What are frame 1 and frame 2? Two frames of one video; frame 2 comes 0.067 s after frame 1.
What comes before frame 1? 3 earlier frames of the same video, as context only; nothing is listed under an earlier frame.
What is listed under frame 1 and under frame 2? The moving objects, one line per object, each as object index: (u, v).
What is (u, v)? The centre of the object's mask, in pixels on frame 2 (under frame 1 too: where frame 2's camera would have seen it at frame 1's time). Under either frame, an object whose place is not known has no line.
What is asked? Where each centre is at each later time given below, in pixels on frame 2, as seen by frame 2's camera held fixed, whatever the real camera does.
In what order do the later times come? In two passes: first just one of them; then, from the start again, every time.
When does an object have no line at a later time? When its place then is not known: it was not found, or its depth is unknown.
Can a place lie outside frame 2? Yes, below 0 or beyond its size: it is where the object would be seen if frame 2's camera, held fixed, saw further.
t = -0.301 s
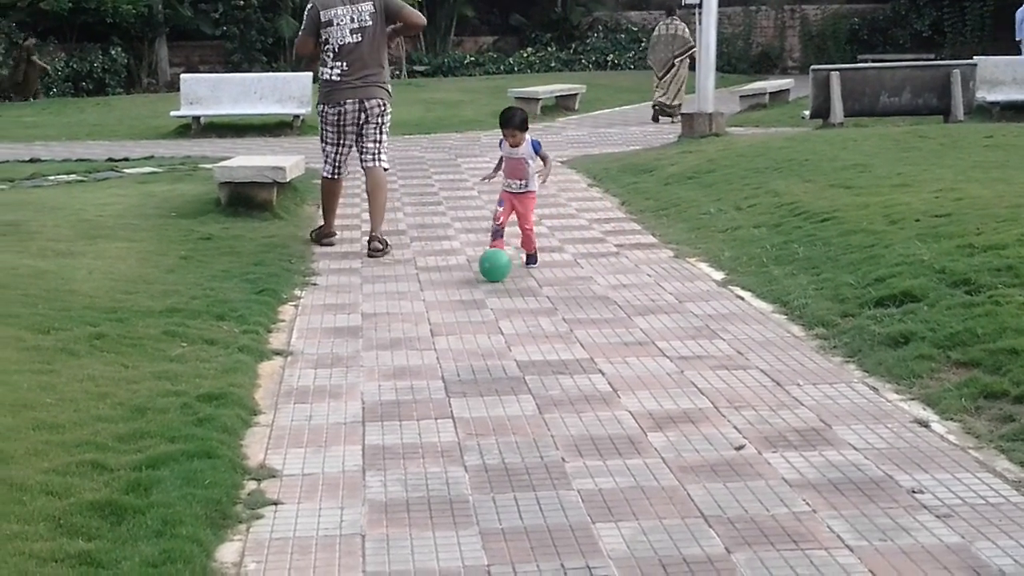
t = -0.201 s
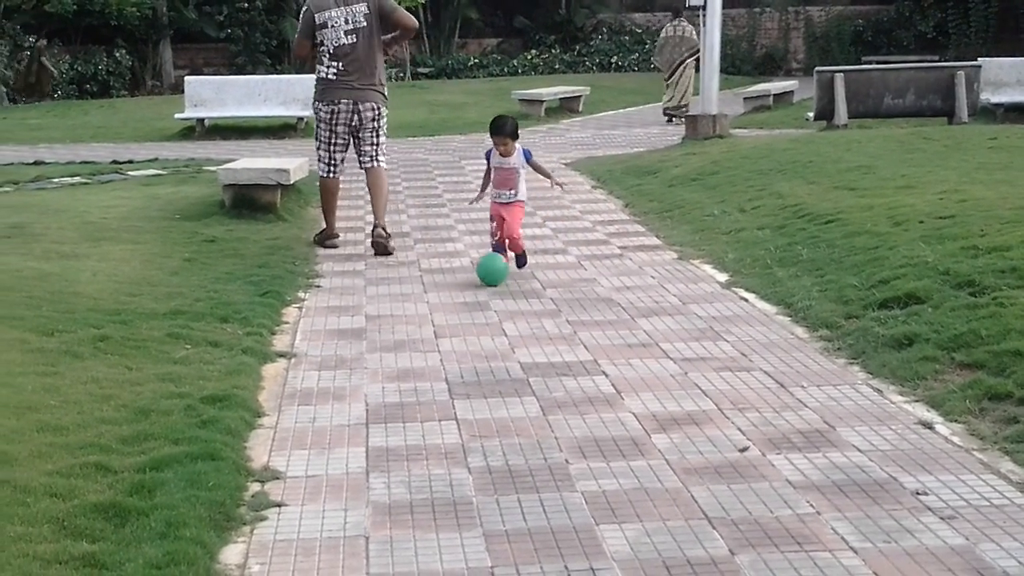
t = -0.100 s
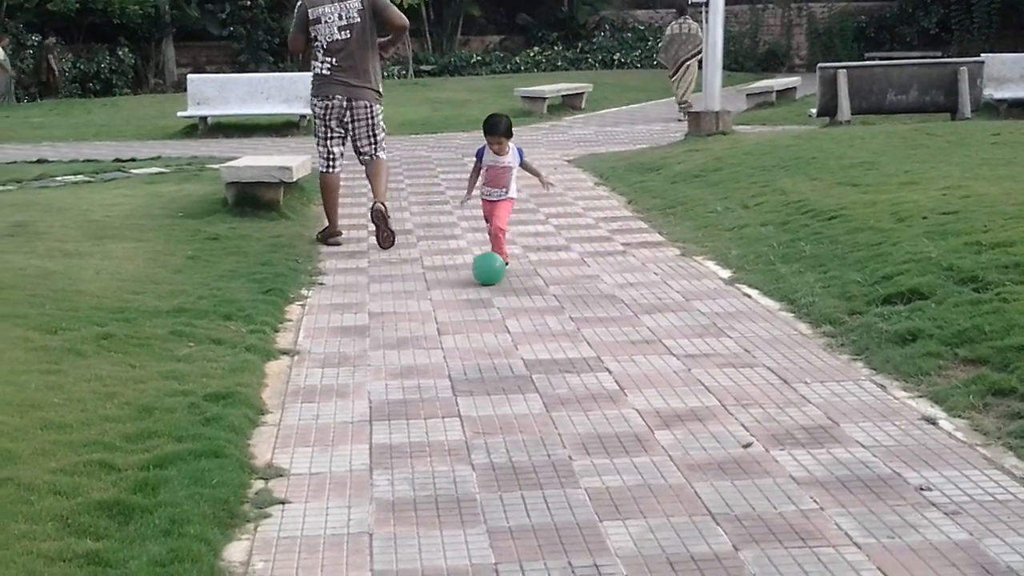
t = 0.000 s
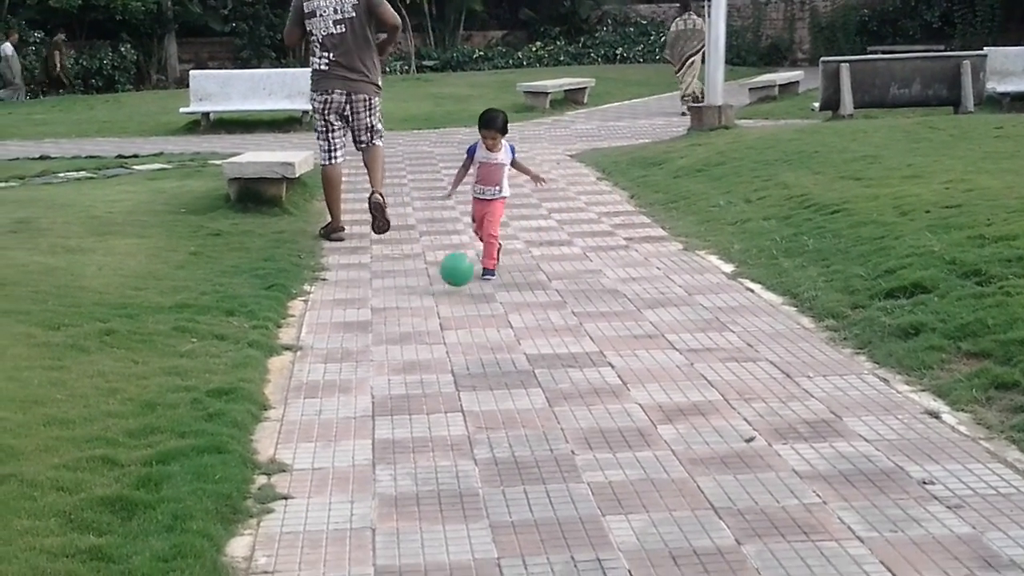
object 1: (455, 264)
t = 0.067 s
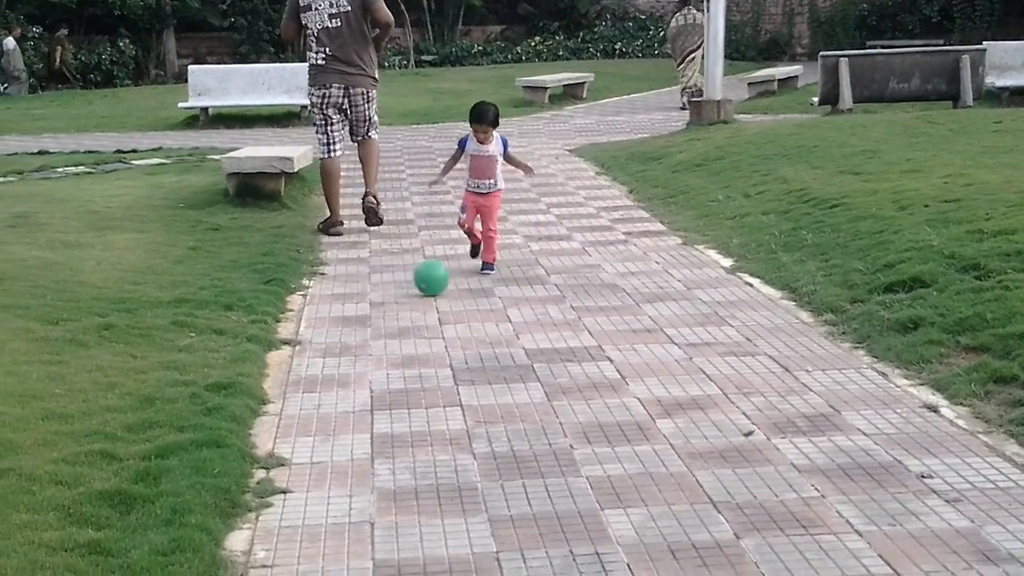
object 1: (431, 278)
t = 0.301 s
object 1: (353, 302)
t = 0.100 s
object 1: (420, 279)
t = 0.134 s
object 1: (408, 281)
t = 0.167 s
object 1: (397, 286)
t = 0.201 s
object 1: (386, 292)
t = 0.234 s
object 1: (375, 293)
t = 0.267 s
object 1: (365, 296)
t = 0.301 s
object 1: (353, 302)
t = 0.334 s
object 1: (344, 306)
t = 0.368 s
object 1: (335, 307)
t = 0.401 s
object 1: (325, 311)
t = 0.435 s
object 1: (316, 315)
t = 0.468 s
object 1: (308, 315)
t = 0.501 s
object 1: (300, 317)
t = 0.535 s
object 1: (293, 319)
